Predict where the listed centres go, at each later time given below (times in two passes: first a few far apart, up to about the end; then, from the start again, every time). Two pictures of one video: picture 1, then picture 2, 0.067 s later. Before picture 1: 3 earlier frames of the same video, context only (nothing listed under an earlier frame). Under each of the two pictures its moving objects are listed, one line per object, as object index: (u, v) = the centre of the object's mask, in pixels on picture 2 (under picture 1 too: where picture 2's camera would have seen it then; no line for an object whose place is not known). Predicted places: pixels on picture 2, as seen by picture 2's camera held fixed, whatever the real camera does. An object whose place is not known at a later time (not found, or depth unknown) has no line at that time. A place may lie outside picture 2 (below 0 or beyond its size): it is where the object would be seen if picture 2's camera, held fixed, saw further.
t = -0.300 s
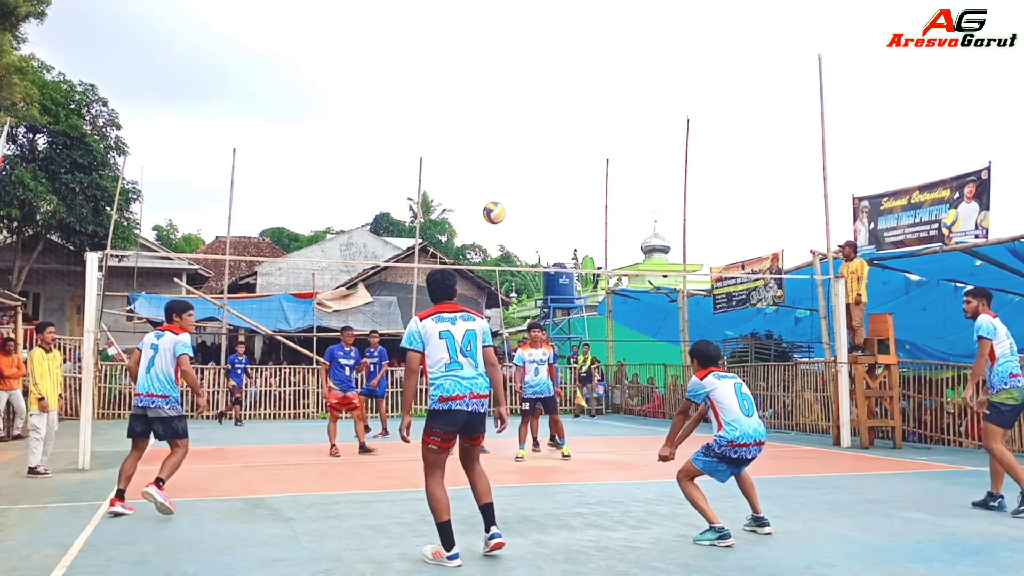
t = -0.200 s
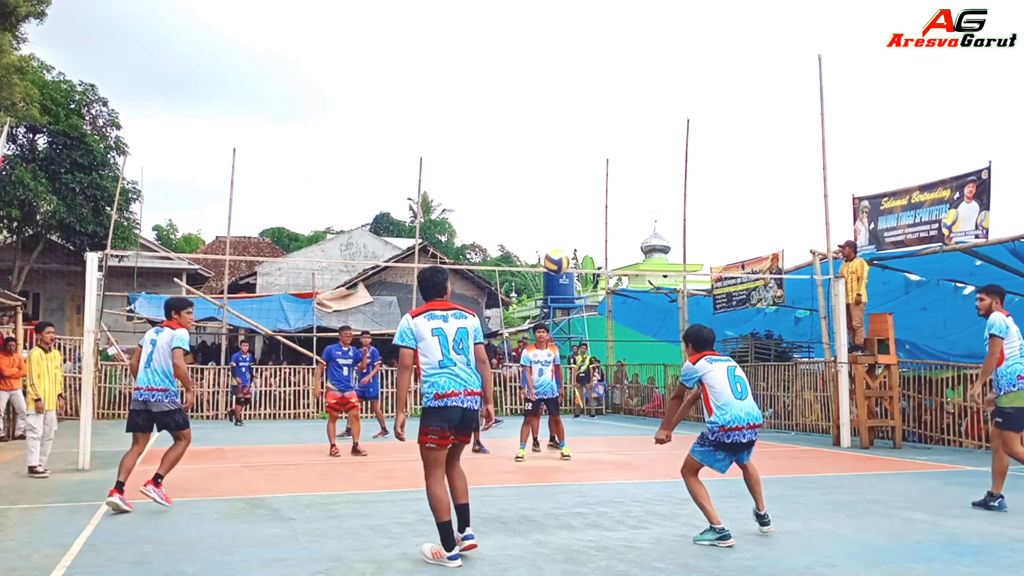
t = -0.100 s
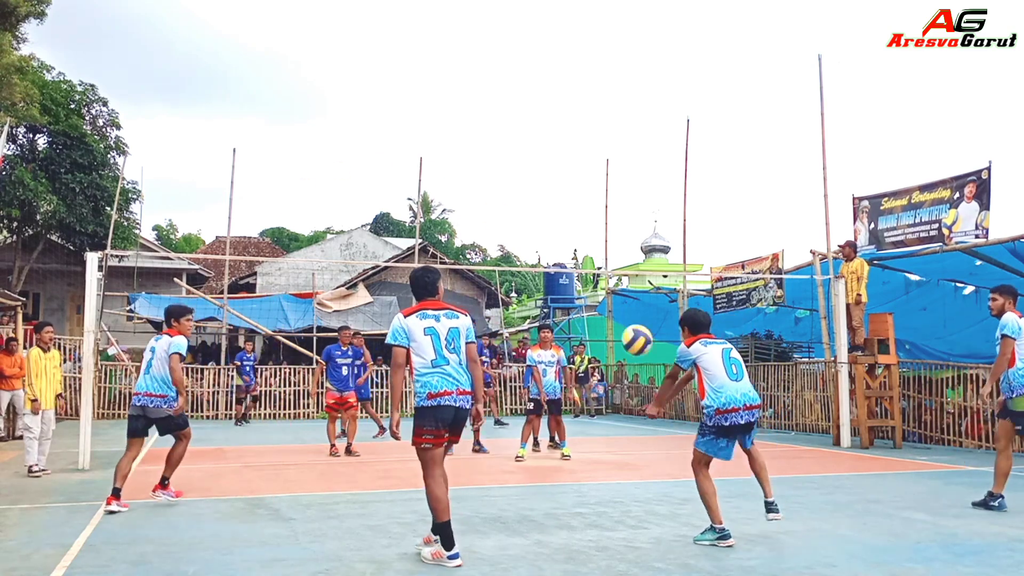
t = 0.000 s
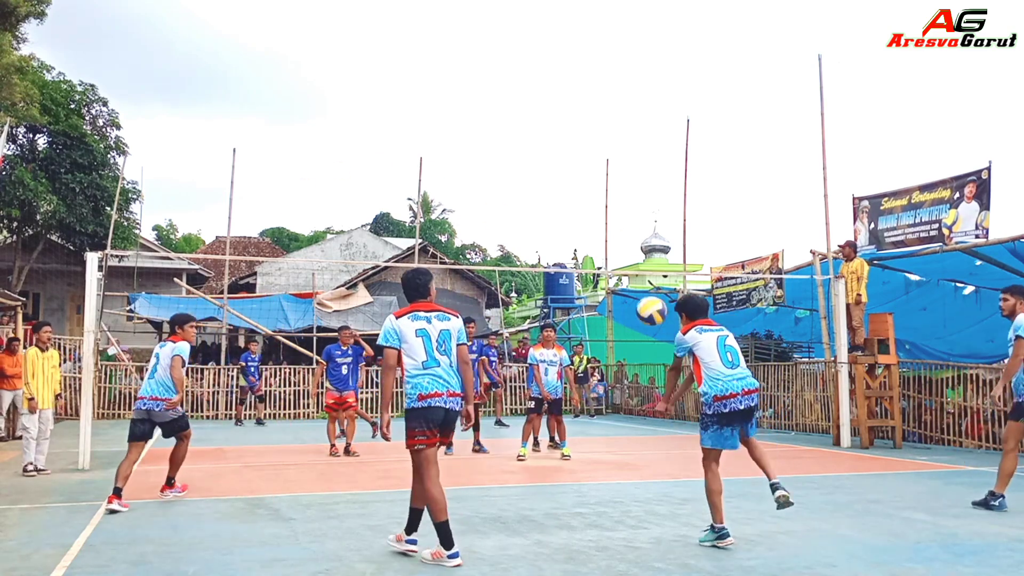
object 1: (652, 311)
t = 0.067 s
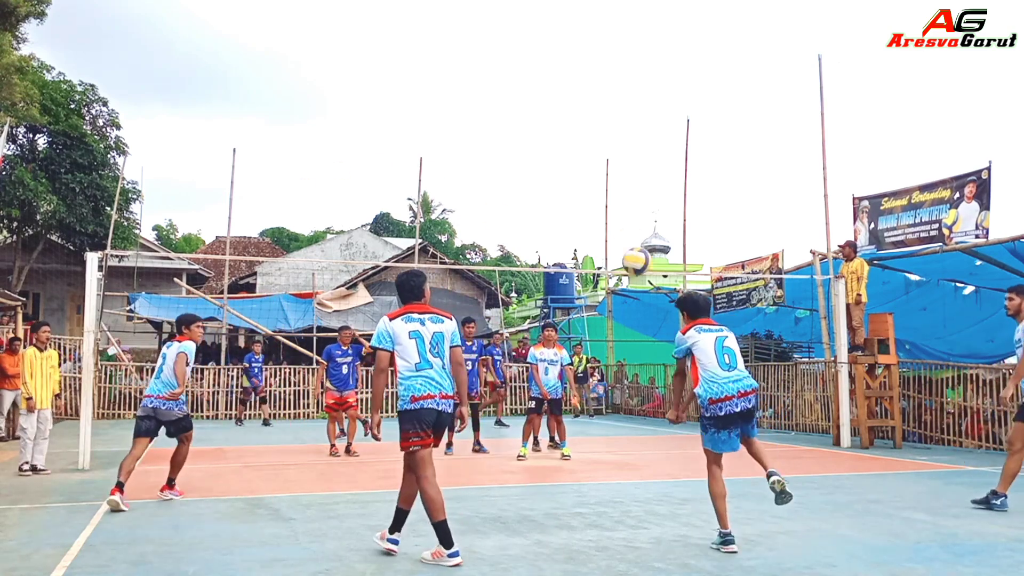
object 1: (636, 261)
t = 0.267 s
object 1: (600, 164)
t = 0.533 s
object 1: (563, 122)
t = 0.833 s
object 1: (530, 162)
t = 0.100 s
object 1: (630, 240)
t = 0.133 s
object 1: (623, 221)
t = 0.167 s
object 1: (617, 204)
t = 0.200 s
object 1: (611, 189)
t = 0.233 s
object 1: (605, 175)
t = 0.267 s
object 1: (600, 164)
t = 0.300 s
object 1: (595, 154)
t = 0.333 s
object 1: (589, 145)
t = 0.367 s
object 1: (585, 138)
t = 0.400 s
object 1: (580, 132)
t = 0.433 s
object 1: (575, 128)
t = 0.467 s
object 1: (571, 124)
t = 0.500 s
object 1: (567, 123)
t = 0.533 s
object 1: (563, 122)
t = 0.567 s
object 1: (559, 122)
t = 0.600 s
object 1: (555, 124)
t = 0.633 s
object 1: (551, 127)
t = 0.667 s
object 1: (547, 130)
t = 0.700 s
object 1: (544, 135)
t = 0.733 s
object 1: (540, 140)
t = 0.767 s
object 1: (536, 147)
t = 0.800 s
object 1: (533, 154)
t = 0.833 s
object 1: (530, 162)
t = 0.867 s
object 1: (527, 170)
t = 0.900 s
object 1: (523, 180)
